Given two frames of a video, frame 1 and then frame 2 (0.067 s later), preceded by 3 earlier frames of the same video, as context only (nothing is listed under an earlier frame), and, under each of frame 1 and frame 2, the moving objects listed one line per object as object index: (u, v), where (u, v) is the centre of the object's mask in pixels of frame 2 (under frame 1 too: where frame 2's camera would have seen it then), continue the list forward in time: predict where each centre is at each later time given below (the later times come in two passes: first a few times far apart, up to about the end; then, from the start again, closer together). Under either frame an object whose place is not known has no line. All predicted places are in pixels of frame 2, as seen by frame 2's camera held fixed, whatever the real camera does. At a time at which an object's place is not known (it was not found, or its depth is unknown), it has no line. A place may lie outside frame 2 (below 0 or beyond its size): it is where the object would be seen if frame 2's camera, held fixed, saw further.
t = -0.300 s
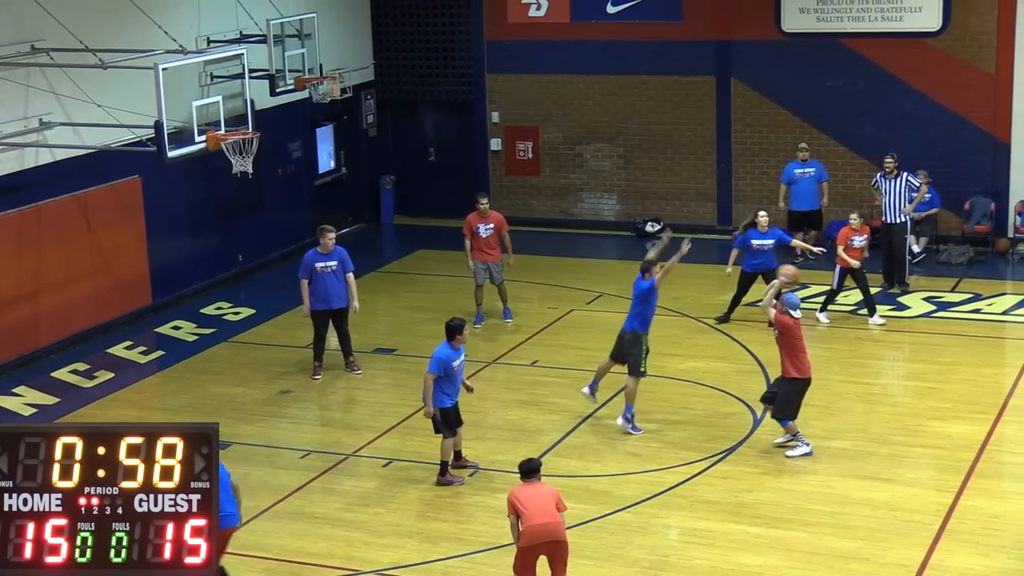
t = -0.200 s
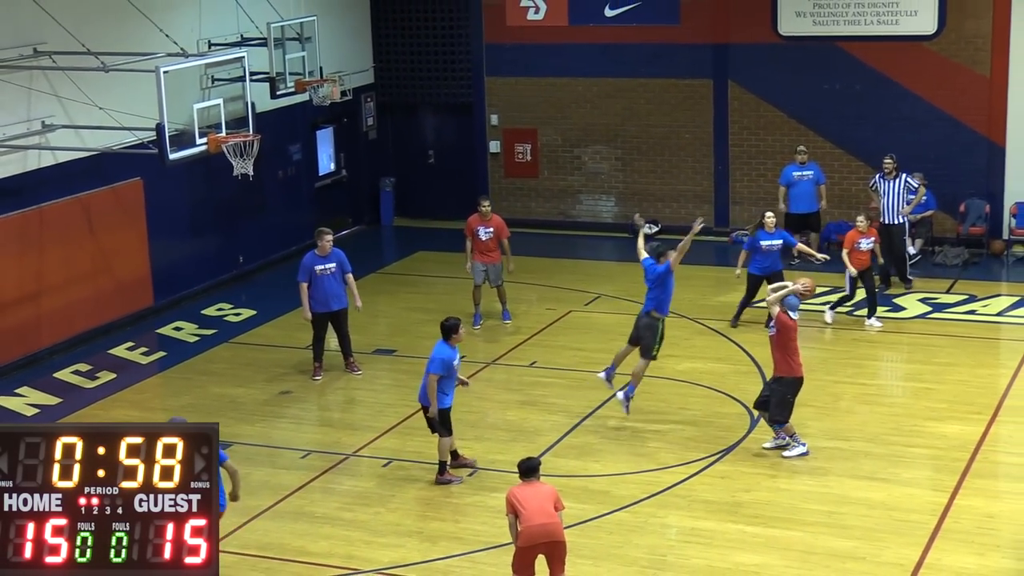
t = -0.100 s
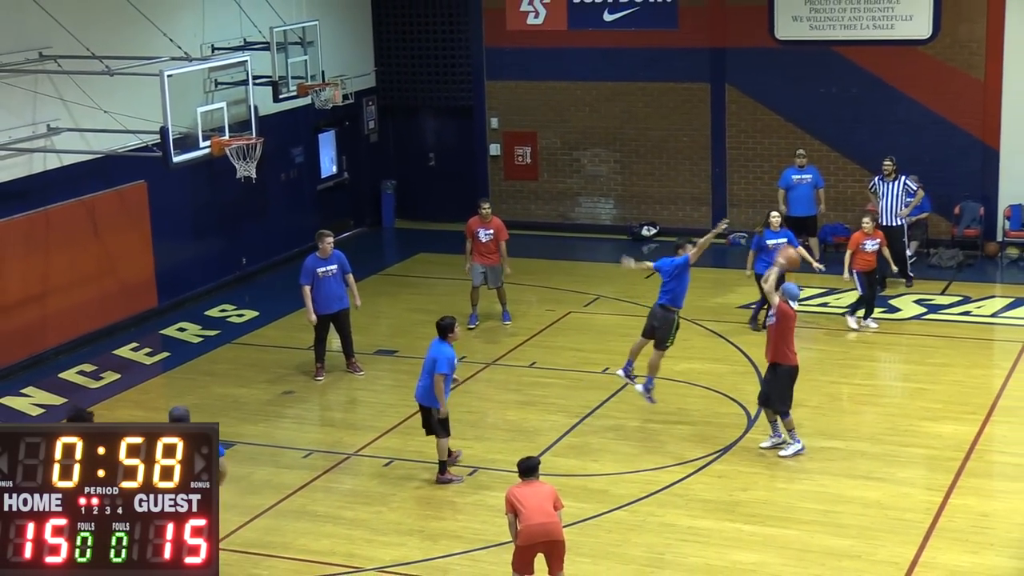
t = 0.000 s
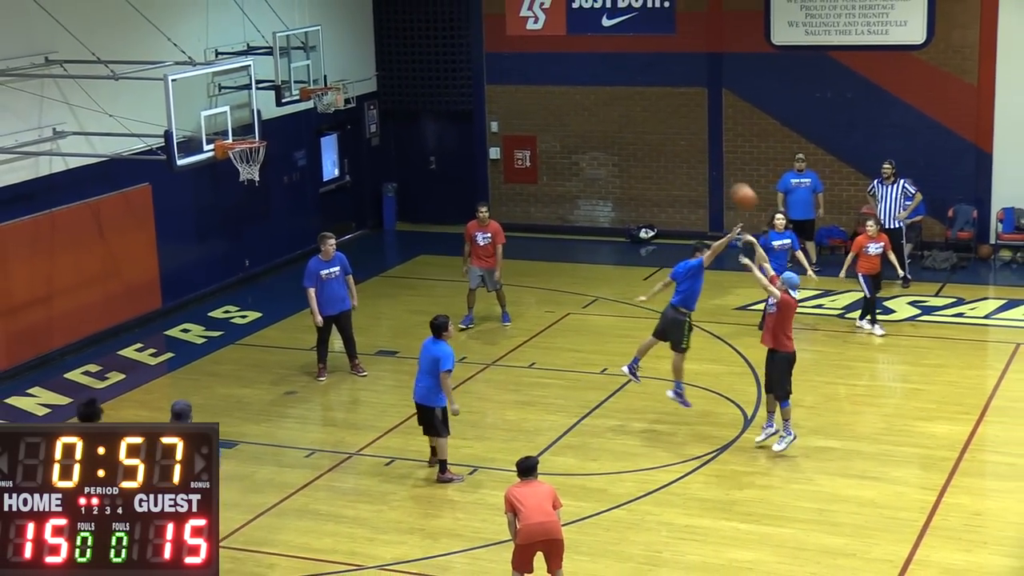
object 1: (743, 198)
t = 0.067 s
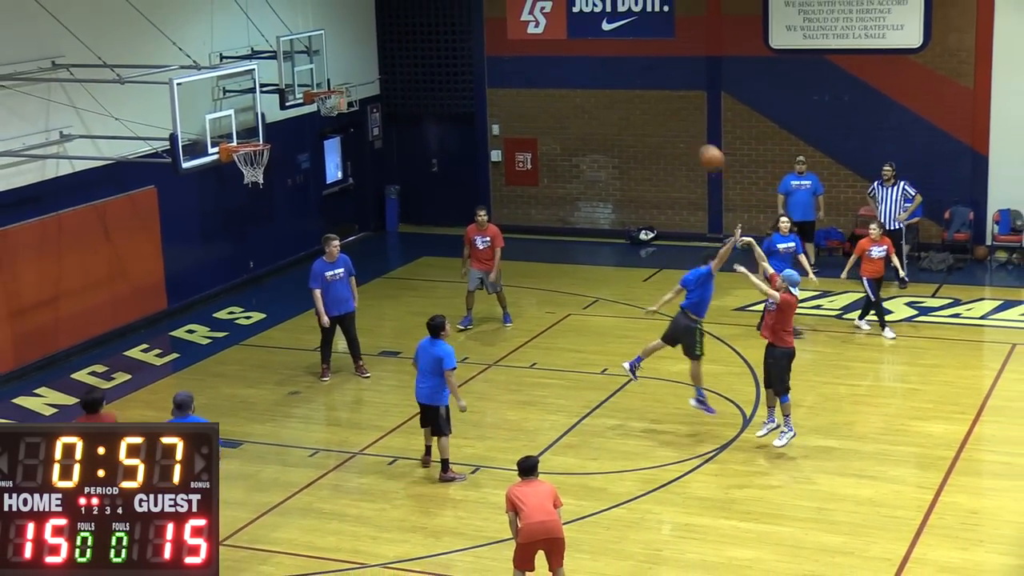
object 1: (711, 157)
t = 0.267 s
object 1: (621, 62)
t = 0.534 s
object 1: (511, -4)
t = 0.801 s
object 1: (412, -3)
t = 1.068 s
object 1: (325, 56)
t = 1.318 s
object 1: (259, 151)
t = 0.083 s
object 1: (703, 147)
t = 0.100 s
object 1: (696, 138)
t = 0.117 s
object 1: (688, 129)
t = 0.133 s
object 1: (680, 120)
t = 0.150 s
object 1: (673, 112)
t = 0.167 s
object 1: (665, 103)
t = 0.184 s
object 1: (658, 96)
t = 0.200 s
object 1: (650, 88)
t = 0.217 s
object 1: (643, 81)
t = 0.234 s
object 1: (636, 75)
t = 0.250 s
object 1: (628, 68)
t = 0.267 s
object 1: (621, 62)
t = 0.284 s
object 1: (614, 56)
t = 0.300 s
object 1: (607, 50)
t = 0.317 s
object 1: (600, 44)
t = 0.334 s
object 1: (593, 38)
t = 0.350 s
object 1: (586, 34)
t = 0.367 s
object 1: (578, 29)
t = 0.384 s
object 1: (571, 24)
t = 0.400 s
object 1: (564, 19)
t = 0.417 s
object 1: (558, 14)
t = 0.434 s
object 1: (551, 11)
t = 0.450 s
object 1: (544, 8)
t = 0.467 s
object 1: (537, 4)
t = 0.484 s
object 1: (531, 2)
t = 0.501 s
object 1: (524, -2)
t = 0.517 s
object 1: (517, -5)
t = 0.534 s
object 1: (511, -4)
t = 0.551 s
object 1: (504, -6)
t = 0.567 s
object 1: (499, -7)
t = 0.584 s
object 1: (492, -8)
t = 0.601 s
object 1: (485, -8)
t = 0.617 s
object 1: (479, -8)
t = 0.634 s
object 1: (472, -9)
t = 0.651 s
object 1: (467, -9)
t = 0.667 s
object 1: (460, -9)
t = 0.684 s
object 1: (454, -9)
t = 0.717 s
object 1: (442, -9)
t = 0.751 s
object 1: (429, -7)
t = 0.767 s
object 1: (424, -6)
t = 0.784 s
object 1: (418, -5)
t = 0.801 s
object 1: (412, -3)
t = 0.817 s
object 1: (406, 0)
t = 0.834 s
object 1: (401, 2)
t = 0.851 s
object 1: (395, 5)
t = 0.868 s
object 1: (390, 8)
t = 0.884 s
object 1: (384, 10)
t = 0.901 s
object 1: (379, 13)
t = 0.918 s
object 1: (373, 16)
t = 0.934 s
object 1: (367, 19)
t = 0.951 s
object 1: (361, 23)
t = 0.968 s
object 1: (356, 28)
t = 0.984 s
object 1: (351, 32)
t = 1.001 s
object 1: (345, 36)
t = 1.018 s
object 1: (340, 41)
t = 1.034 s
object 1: (335, 46)
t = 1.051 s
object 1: (330, 51)
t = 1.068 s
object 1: (325, 56)
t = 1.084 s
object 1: (319, 62)
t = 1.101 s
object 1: (313, 68)
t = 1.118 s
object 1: (309, 73)
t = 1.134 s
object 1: (305, 79)
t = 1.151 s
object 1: (299, 85)
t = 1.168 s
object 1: (295, 91)
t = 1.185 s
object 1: (290, 99)
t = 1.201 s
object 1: (286, 104)
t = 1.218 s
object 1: (281, 112)
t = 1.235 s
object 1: (275, 120)
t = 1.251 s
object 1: (272, 127)
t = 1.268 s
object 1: (268, 133)
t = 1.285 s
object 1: (263, 137)
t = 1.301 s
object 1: (259, 141)
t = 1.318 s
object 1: (259, 151)
